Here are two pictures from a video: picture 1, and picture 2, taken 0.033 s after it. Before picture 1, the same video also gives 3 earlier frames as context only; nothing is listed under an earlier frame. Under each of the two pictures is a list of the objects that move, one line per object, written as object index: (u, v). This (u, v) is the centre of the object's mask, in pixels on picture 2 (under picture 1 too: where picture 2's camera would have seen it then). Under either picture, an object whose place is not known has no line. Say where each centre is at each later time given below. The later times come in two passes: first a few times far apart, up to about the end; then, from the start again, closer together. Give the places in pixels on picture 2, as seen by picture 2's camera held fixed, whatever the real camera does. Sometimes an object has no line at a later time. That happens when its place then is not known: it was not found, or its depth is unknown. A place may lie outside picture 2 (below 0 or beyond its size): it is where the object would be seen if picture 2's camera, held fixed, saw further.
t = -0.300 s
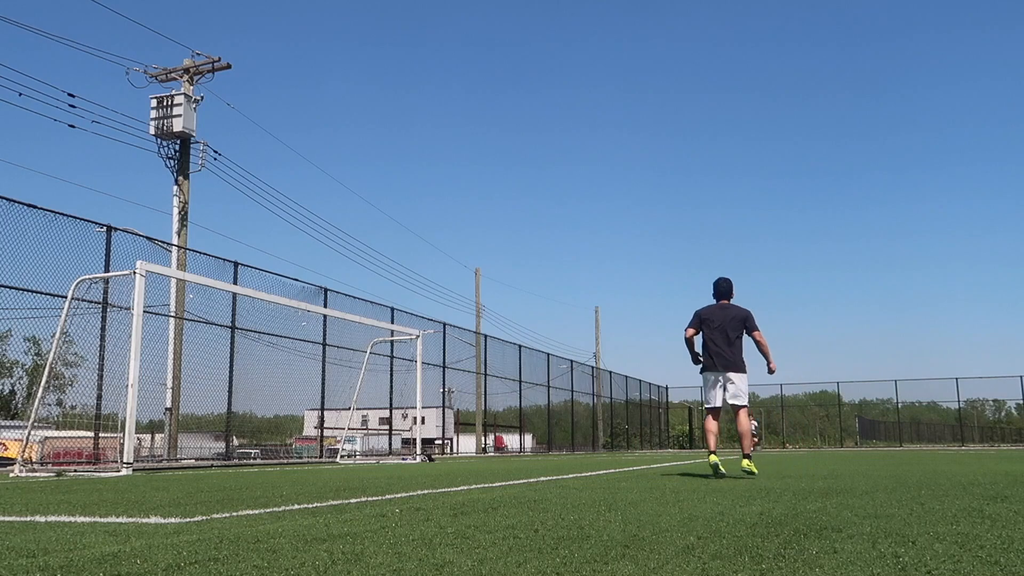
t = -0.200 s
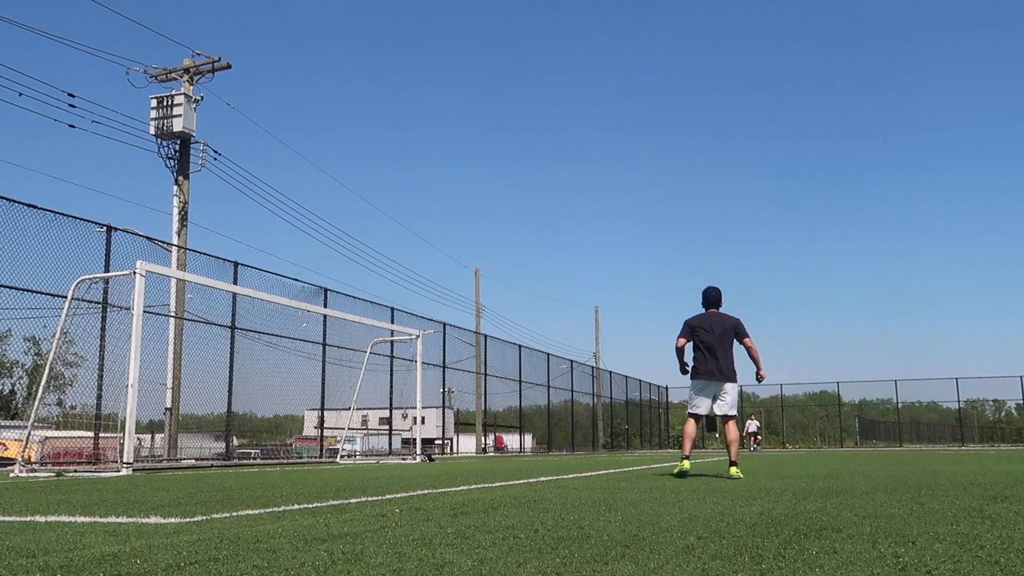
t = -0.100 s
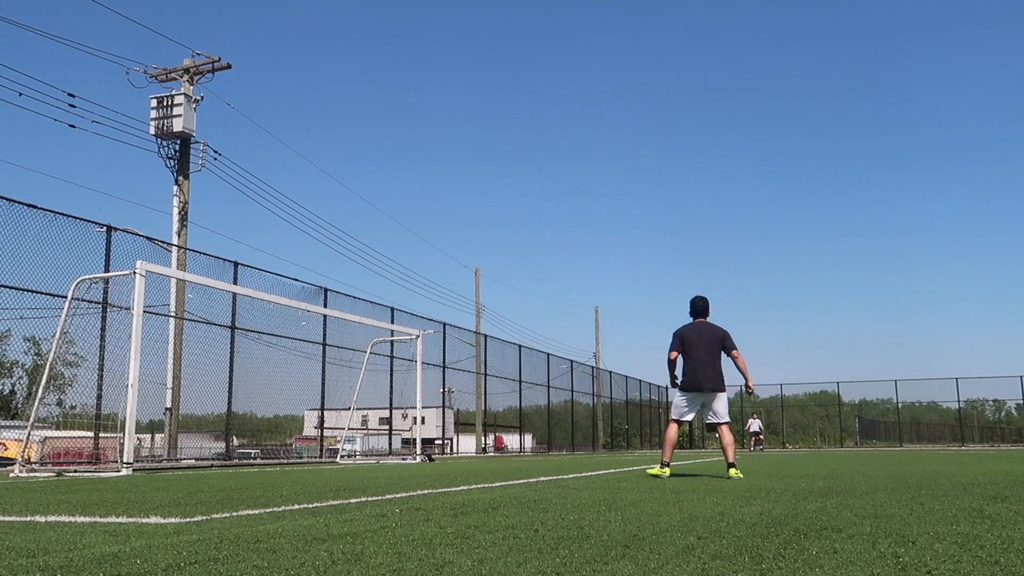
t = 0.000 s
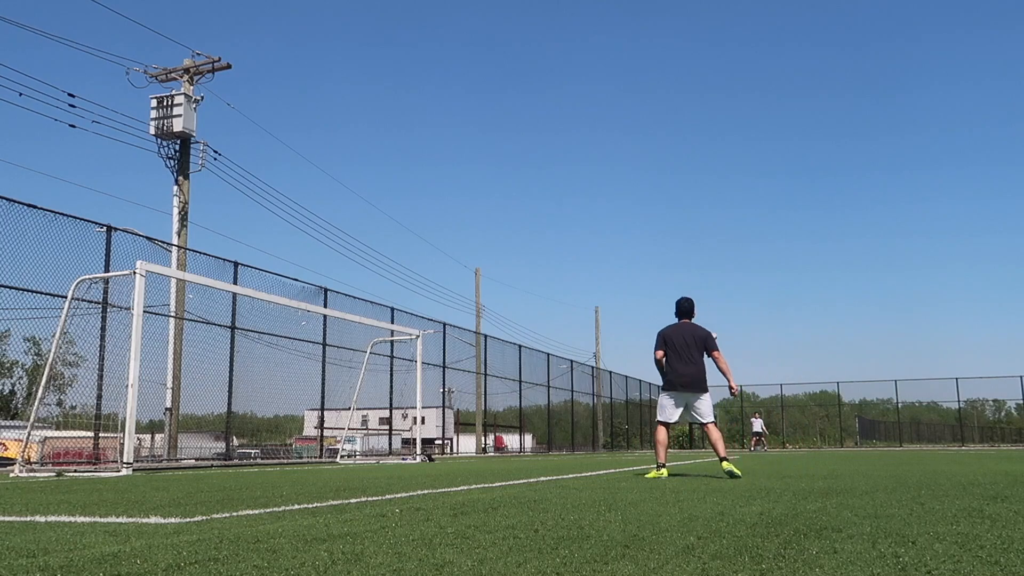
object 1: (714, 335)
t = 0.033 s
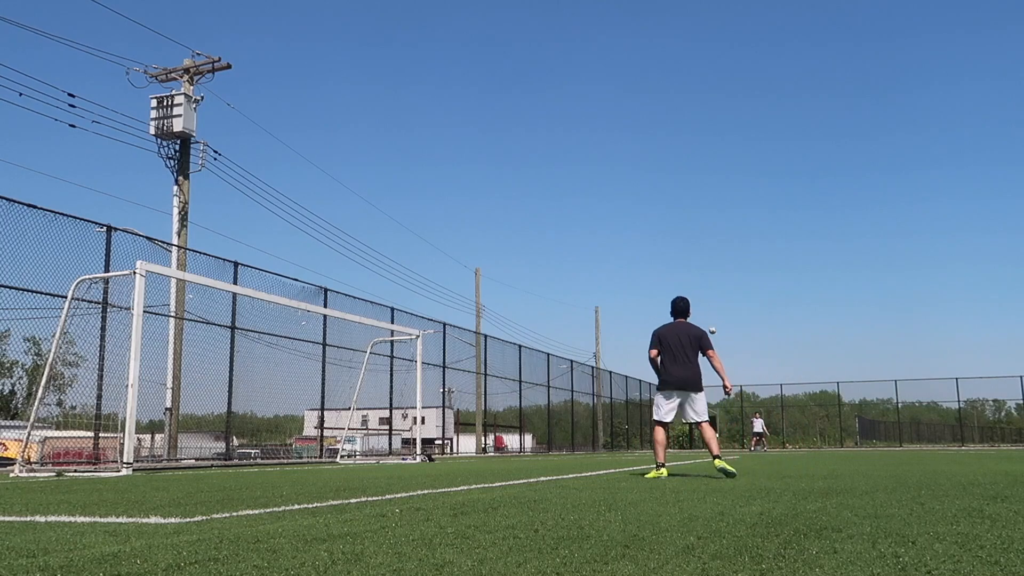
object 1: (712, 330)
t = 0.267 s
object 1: (703, 288)
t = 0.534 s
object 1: (691, 245)
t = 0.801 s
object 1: (674, 209)
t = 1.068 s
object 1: (643, 187)
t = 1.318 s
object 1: (595, 190)
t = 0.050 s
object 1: (712, 327)
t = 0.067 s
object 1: (711, 324)
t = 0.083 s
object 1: (710, 321)
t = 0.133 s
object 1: (708, 312)
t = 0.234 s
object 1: (705, 294)
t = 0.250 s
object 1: (704, 291)
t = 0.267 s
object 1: (703, 288)
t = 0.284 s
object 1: (703, 285)
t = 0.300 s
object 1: (702, 283)
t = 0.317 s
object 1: (701, 280)
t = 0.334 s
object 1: (701, 277)
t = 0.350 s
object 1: (700, 274)
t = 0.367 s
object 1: (699, 271)
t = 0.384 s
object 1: (698, 269)
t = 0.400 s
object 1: (698, 266)
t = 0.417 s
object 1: (697, 263)
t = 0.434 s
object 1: (696, 261)
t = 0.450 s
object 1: (695, 258)
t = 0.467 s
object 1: (695, 255)
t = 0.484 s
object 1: (694, 253)
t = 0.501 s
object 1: (693, 250)
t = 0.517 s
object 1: (692, 248)
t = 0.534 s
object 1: (691, 245)
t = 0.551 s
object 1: (690, 243)
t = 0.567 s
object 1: (690, 240)
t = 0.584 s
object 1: (689, 238)
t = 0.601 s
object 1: (688, 235)
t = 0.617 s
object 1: (687, 233)
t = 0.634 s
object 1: (686, 231)
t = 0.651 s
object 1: (685, 229)
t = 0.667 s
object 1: (684, 226)
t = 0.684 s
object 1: (683, 224)
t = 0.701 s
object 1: (682, 222)
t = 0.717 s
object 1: (680, 220)
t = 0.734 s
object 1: (679, 218)
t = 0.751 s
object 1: (678, 215)
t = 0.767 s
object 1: (676, 214)
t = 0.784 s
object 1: (675, 211)
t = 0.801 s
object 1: (674, 209)
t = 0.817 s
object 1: (672, 208)
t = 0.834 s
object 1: (671, 206)
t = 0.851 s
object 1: (669, 204)
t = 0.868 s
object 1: (667, 202)
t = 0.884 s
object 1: (666, 201)
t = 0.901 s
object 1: (664, 199)
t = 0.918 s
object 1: (662, 197)
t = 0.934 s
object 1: (660, 196)
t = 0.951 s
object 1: (658, 195)
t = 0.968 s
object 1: (656, 193)
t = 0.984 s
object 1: (654, 192)
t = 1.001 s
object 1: (652, 191)
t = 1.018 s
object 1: (650, 190)
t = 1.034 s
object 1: (648, 189)
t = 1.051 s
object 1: (645, 188)
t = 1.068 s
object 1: (643, 187)
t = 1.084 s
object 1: (640, 186)
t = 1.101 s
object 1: (638, 186)
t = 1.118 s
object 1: (635, 185)
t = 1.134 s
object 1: (632, 185)
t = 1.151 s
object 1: (630, 185)
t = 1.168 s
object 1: (627, 185)
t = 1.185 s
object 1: (624, 185)
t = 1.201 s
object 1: (620, 185)
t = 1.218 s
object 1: (617, 185)
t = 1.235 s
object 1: (614, 186)
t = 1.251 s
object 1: (610, 186)
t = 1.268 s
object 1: (607, 187)
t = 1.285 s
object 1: (603, 188)
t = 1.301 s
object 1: (599, 189)
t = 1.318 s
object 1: (595, 190)
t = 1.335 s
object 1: (591, 192)
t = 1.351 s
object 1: (587, 193)
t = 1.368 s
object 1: (582, 195)
